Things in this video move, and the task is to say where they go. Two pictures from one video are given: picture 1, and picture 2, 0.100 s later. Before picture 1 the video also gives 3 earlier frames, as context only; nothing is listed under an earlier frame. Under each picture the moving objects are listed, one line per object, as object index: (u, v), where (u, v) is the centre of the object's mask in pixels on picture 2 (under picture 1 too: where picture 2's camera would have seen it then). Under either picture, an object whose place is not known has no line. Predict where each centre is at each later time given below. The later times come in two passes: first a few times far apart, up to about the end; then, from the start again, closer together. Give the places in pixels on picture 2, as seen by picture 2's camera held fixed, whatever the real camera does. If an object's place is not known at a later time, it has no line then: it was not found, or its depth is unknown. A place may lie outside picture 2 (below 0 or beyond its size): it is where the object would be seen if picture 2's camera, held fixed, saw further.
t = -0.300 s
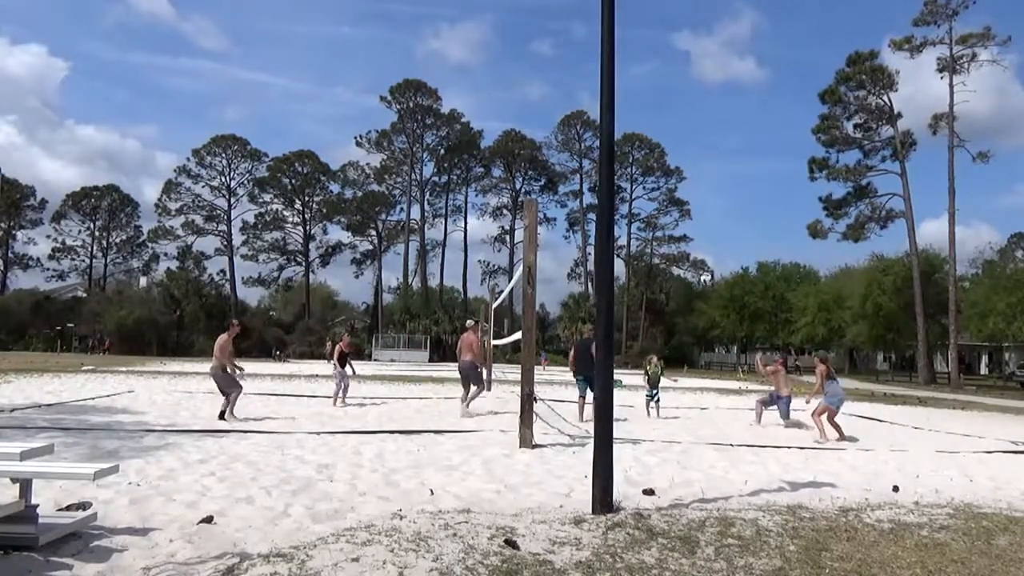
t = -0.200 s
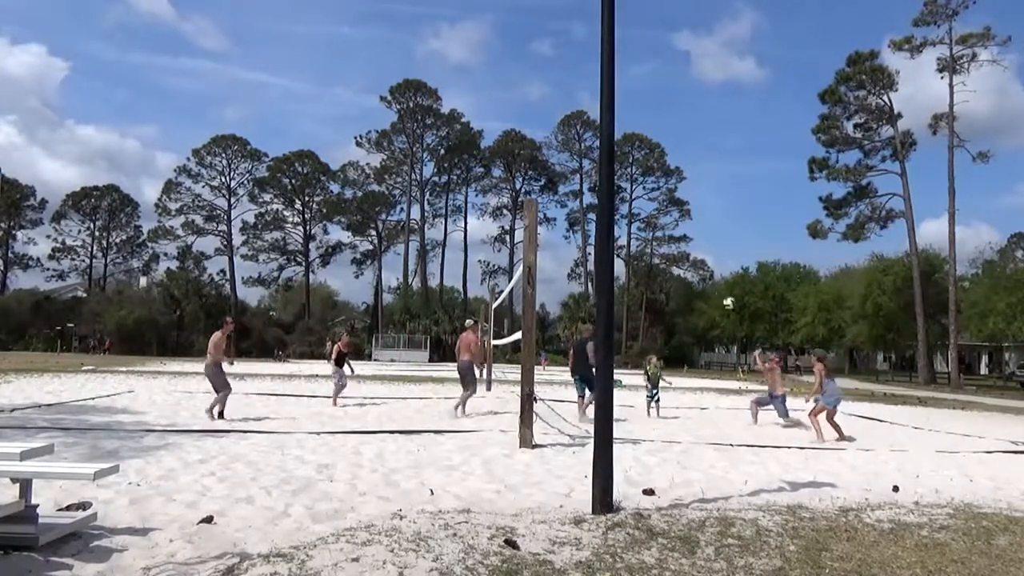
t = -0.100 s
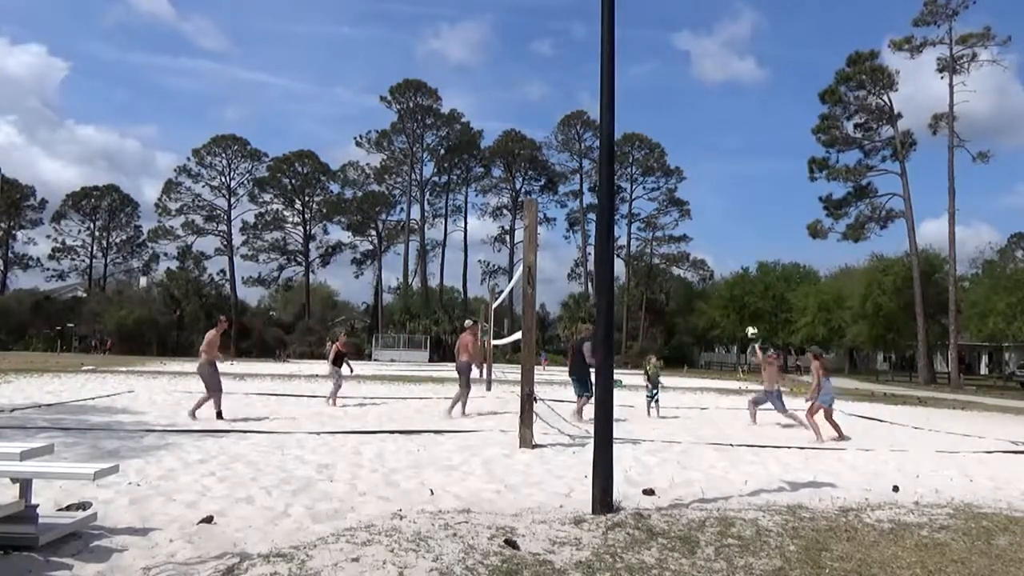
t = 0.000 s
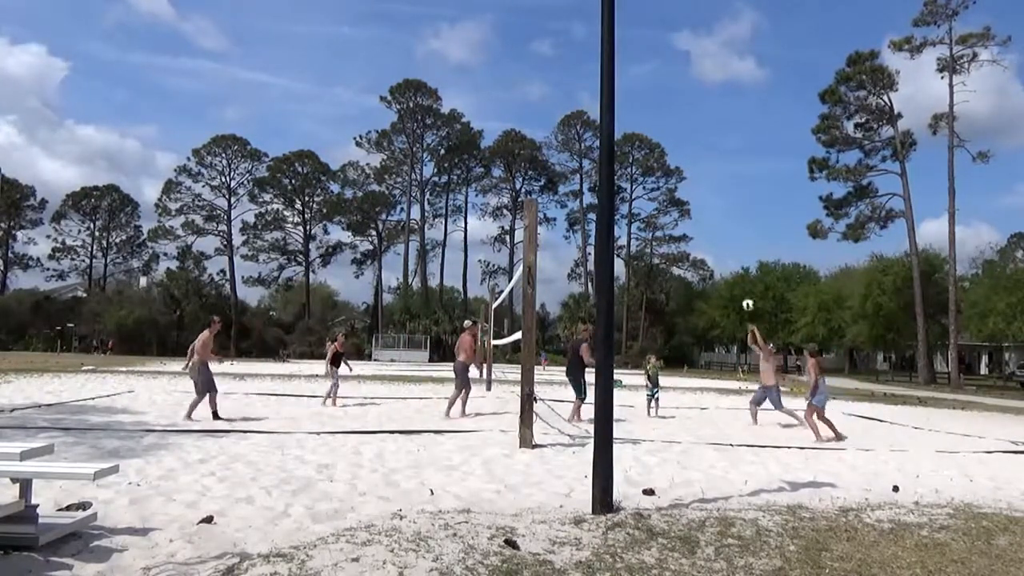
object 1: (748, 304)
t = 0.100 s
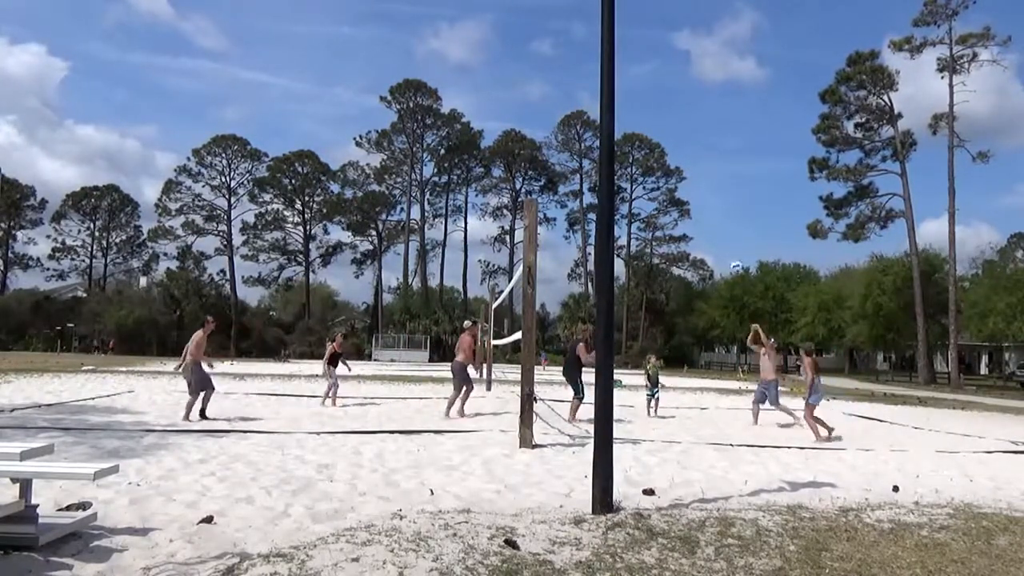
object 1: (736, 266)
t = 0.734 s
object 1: (666, 137)
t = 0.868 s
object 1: (651, 136)
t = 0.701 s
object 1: (671, 138)
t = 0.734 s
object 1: (666, 137)
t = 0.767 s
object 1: (663, 136)
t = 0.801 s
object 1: (659, 135)
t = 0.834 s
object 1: (656, 135)
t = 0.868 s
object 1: (651, 136)
